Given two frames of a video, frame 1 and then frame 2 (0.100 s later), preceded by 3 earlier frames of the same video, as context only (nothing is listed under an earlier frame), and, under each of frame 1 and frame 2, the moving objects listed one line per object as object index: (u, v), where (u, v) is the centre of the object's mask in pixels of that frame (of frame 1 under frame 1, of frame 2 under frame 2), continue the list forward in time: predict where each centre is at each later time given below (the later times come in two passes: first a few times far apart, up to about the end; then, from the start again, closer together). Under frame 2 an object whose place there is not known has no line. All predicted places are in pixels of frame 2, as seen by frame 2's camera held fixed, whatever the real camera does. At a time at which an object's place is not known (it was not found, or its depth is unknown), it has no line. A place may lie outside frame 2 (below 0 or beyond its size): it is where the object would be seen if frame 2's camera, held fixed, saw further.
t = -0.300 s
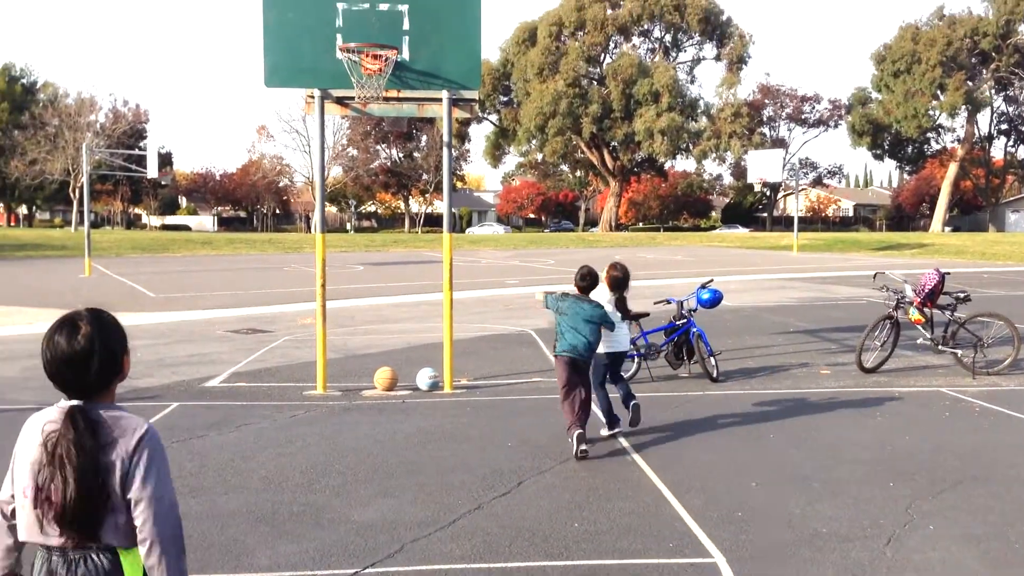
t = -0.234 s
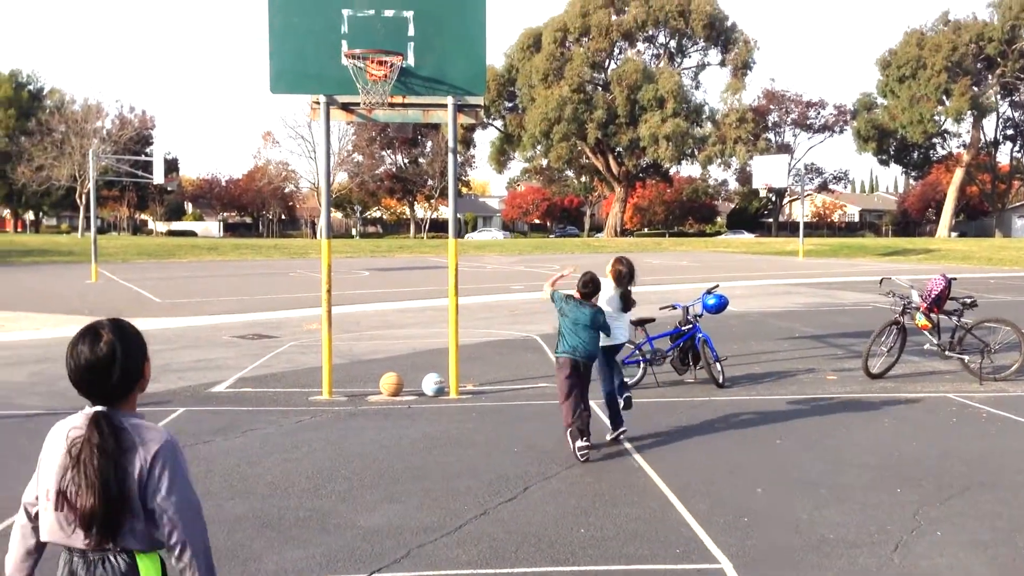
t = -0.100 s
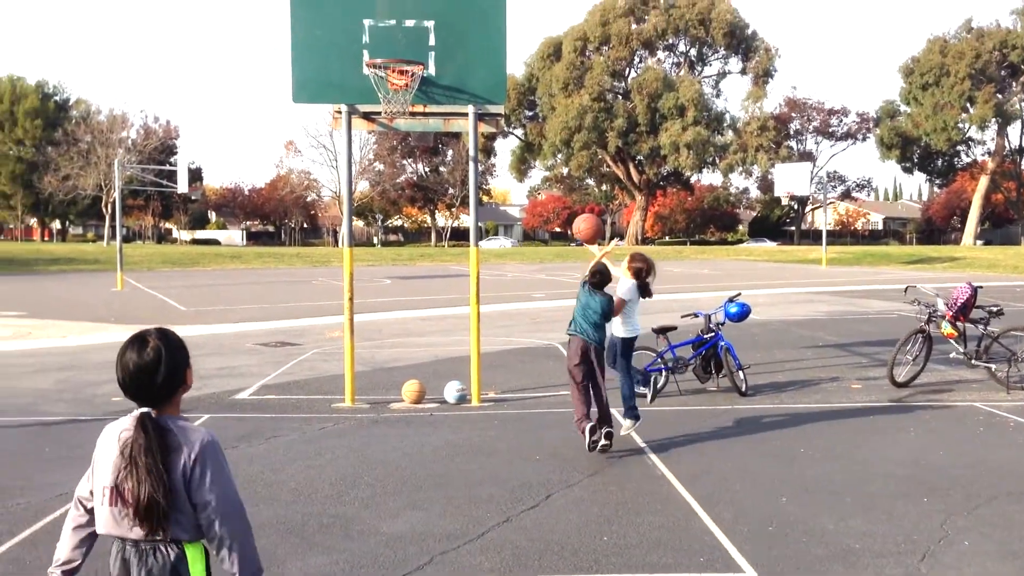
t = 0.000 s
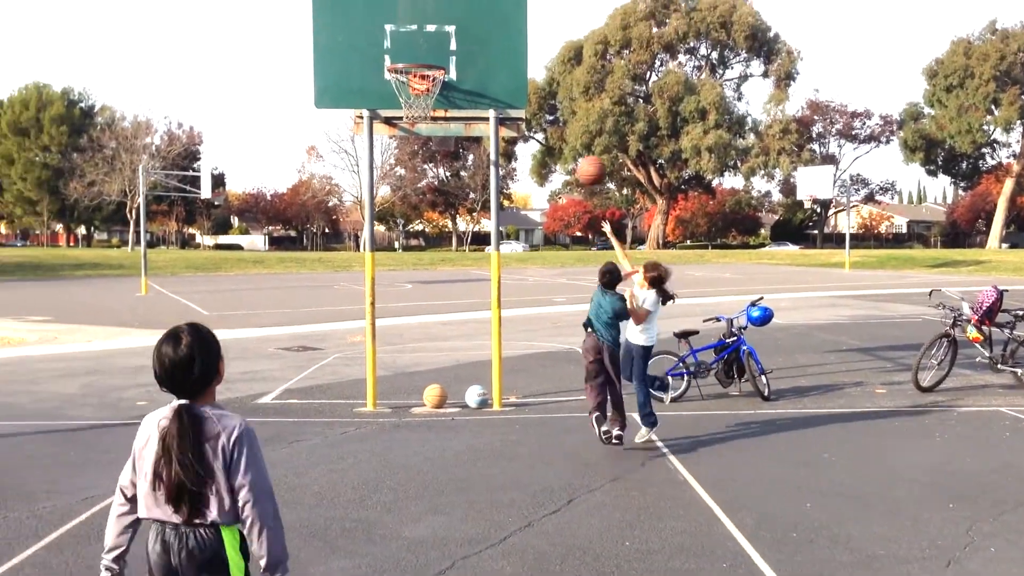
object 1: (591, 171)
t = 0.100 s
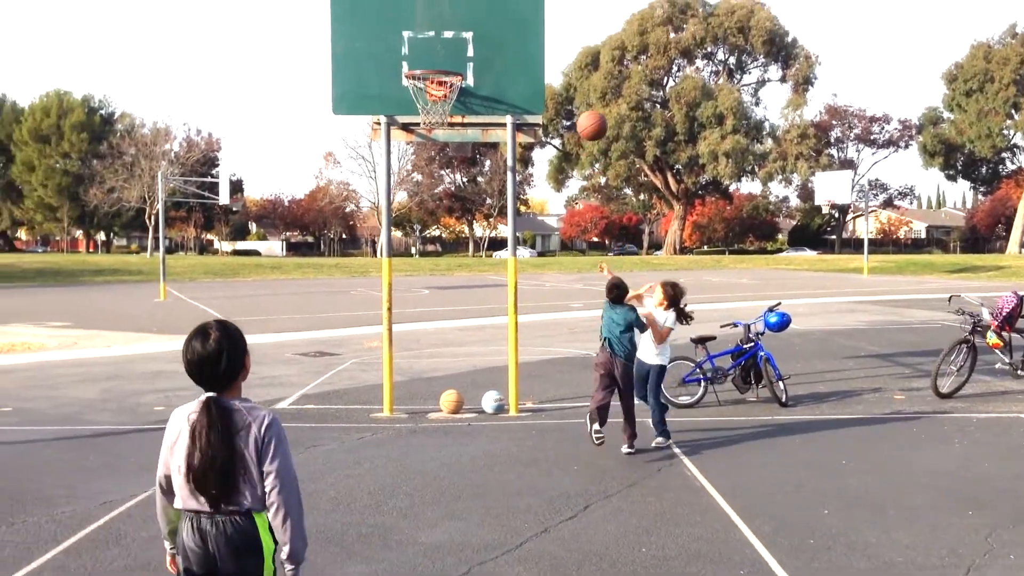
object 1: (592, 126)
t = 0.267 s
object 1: (564, 67)
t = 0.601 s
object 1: (510, 52)
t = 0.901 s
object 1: (463, 156)
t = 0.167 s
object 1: (581, 98)
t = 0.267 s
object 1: (564, 67)
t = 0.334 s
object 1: (552, 53)
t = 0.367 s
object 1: (547, 49)
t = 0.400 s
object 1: (542, 45)
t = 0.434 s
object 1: (536, 43)
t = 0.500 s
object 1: (526, 43)
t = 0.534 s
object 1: (521, 44)
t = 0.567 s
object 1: (515, 47)
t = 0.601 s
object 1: (510, 52)
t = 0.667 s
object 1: (500, 65)
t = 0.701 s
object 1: (494, 74)
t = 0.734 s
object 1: (489, 84)
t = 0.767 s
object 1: (483, 95)
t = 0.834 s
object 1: (473, 123)
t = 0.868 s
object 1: (468, 139)
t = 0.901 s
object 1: (463, 156)
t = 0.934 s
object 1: (459, 174)
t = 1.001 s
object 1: (449, 215)
